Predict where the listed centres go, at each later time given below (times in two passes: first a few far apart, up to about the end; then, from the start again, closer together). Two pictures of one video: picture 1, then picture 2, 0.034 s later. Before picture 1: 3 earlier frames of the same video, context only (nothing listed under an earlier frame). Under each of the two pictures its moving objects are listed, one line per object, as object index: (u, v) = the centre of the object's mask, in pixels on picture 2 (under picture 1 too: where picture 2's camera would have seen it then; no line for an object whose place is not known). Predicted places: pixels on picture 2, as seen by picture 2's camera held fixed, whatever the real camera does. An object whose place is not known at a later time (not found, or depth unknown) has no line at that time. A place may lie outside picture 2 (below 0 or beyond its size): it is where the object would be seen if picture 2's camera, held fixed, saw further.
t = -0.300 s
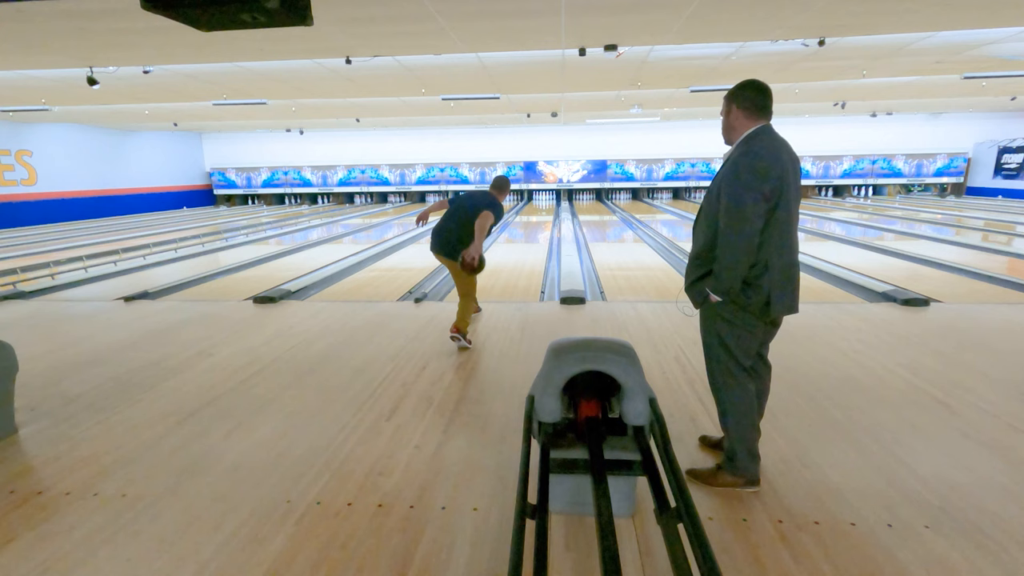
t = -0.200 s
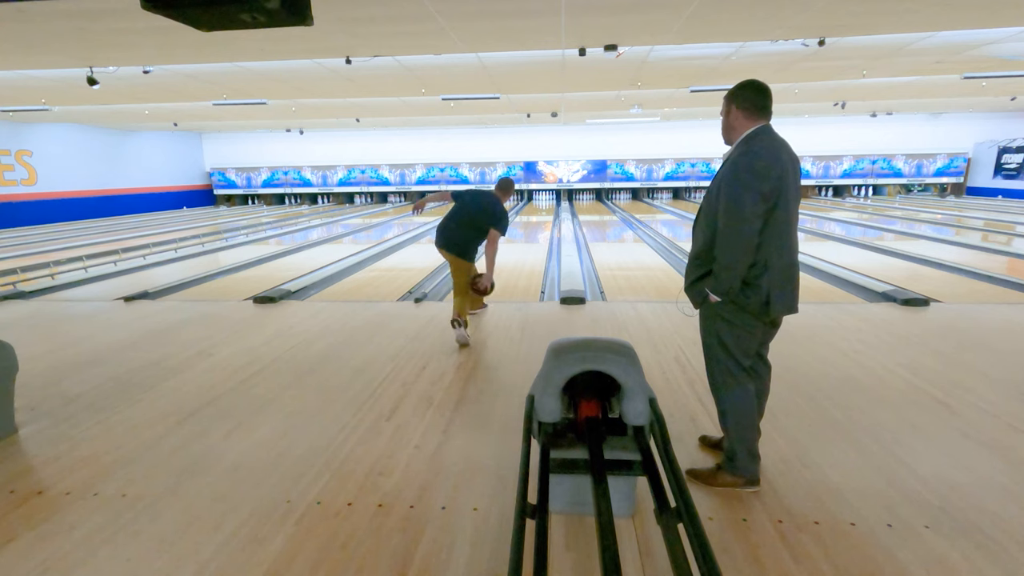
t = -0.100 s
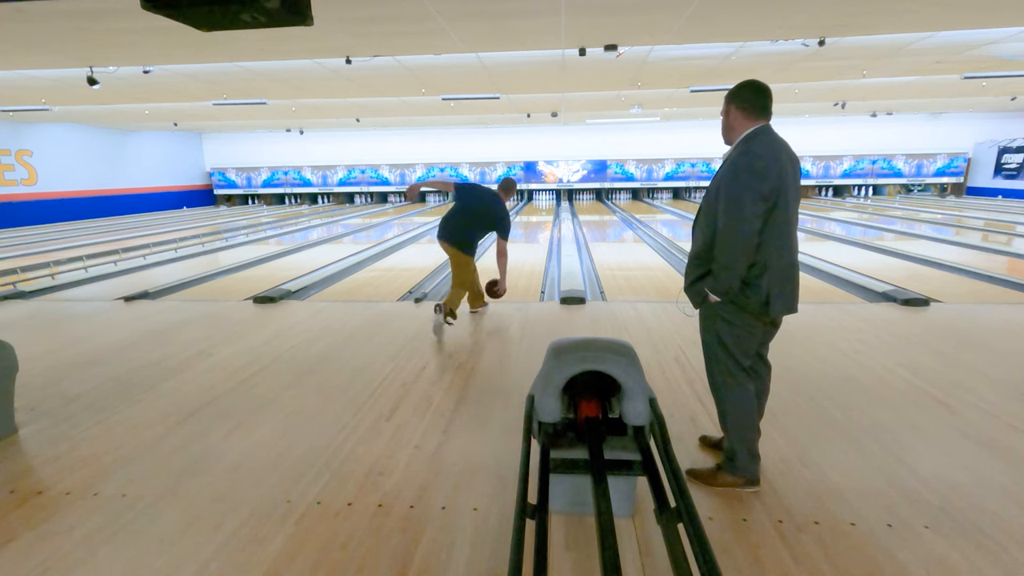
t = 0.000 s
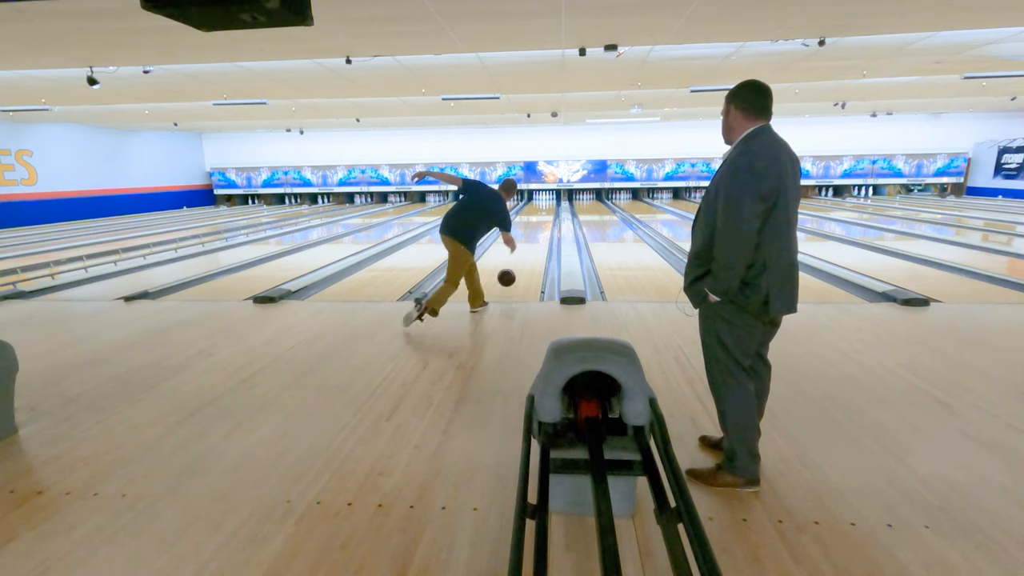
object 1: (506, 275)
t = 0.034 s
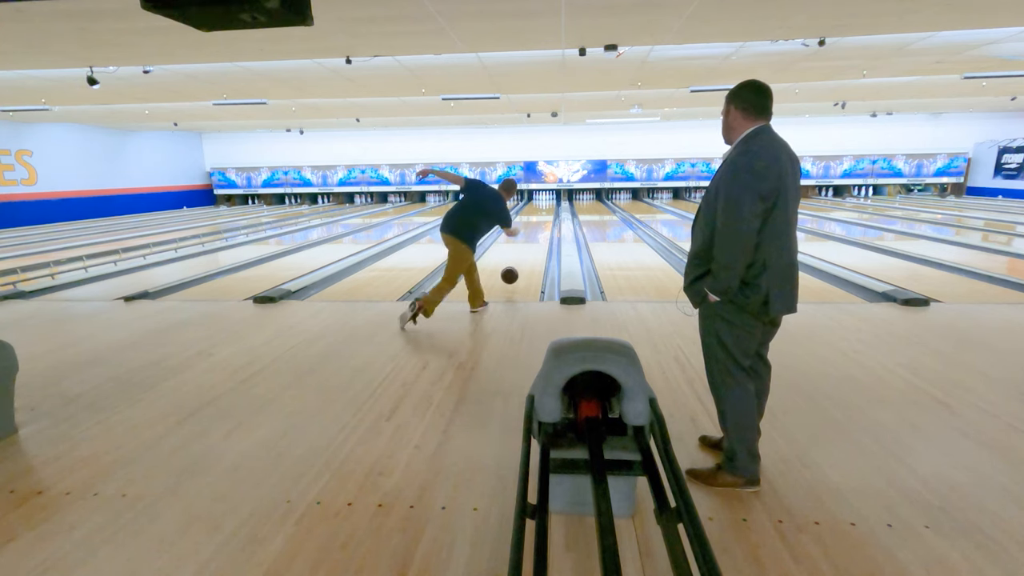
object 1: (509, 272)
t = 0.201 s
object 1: (521, 262)
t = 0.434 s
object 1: (533, 245)
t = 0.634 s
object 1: (540, 236)
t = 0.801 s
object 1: (544, 229)
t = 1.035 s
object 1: (549, 222)
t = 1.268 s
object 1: (551, 217)
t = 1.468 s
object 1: (553, 212)
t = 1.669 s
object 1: (554, 209)
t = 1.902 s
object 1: (557, 207)
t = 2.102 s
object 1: (558, 205)
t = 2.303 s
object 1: (558, 203)
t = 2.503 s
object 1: (558, 201)
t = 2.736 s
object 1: (558, 200)
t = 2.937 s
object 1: (557, 200)
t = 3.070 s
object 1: (556, 200)
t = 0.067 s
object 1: (512, 271)
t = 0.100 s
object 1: (515, 271)
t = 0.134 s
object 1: (517, 268)
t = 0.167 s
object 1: (519, 265)
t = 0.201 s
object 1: (521, 262)
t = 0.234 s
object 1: (523, 259)
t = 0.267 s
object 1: (525, 256)
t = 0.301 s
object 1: (527, 254)
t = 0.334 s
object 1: (529, 252)
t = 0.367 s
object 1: (530, 249)
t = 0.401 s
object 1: (532, 248)
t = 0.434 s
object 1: (533, 245)
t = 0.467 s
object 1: (535, 244)
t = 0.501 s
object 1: (536, 242)
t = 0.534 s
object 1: (537, 241)
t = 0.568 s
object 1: (538, 239)
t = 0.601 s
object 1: (539, 237)
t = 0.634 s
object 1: (540, 236)
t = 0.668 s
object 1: (541, 234)
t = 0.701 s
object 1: (542, 233)
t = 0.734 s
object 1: (543, 232)
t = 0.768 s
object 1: (544, 230)
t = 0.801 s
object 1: (544, 229)
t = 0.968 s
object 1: (548, 224)
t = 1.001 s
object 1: (548, 223)
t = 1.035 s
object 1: (549, 222)
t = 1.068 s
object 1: (549, 221)
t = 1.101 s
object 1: (549, 220)
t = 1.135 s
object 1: (550, 219)
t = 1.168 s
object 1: (550, 219)
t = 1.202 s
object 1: (550, 218)
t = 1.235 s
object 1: (551, 217)
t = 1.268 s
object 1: (551, 217)
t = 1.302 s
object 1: (551, 216)
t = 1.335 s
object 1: (551, 215)
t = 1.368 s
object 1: (552, 215)
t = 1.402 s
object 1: (552, 214)
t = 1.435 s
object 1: (553, 213)
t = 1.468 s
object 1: (553, 212)
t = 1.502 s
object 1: (553, 212)
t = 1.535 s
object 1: (553, 211)
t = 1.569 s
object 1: (553, 211)
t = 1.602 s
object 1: (553, 211)
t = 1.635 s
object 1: (553, 210)
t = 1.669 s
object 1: (554, 209)
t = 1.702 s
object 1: (554, 209)
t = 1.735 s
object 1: (555, 209)
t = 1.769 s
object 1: (556, 209)
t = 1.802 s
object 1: (557, 209)
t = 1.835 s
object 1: (557, 209)
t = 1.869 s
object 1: (557, 208)
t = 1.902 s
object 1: (557, 207)
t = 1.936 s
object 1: (557, 207)
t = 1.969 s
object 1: (557, 207)
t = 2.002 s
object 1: (557, 207)
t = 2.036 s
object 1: (557, 207)
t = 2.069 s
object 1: (558, 206)
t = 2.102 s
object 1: (558, 205)
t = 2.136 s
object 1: (558, 205)
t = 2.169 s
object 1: (557, 204)
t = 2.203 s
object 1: (557, 204)
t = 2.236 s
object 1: (558, 203)
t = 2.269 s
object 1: (558, 203)
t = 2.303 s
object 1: (558, 203)
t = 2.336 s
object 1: (558, 203)
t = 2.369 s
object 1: (558, 202)
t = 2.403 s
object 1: (557, 202)
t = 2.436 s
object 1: (558, 202)
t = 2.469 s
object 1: (558, 201)
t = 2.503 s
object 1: (558, 201)
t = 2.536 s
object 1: (558, 201)
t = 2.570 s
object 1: (558, 201)
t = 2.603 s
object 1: (558, 201)
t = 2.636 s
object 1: (558, 200)
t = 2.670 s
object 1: (558, 200)
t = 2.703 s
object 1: (558, 200)
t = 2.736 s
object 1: (558, 200)
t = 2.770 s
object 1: (557, 200)
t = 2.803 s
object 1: (557, 199)
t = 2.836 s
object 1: (557, 199)
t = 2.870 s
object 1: (558, 200)
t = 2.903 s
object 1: (557, 200)
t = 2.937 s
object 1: (557, 200)
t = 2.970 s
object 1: (557, 200)
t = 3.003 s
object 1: (557, 200)
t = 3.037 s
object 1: (557, 200)
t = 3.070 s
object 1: (556, 200)
